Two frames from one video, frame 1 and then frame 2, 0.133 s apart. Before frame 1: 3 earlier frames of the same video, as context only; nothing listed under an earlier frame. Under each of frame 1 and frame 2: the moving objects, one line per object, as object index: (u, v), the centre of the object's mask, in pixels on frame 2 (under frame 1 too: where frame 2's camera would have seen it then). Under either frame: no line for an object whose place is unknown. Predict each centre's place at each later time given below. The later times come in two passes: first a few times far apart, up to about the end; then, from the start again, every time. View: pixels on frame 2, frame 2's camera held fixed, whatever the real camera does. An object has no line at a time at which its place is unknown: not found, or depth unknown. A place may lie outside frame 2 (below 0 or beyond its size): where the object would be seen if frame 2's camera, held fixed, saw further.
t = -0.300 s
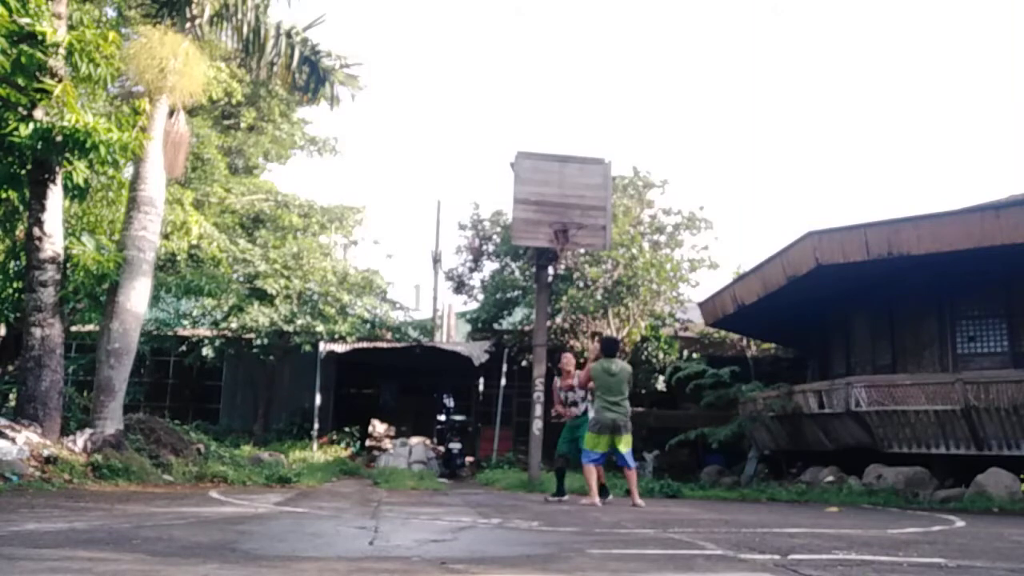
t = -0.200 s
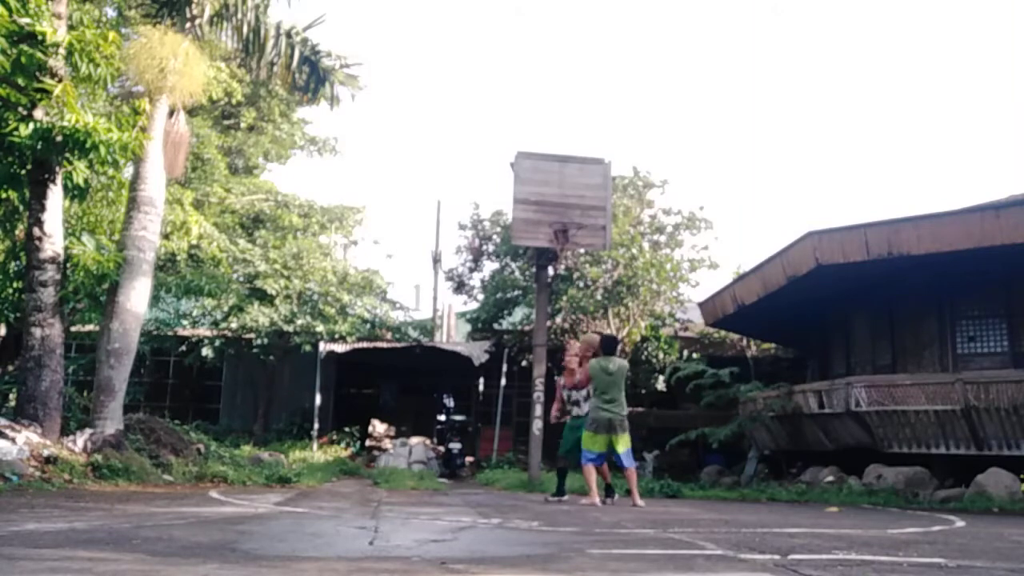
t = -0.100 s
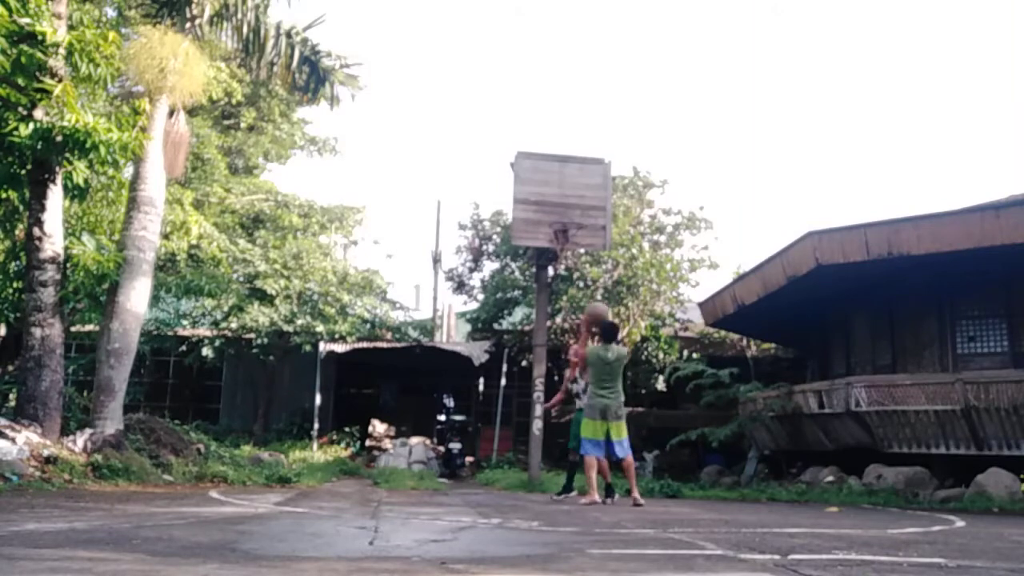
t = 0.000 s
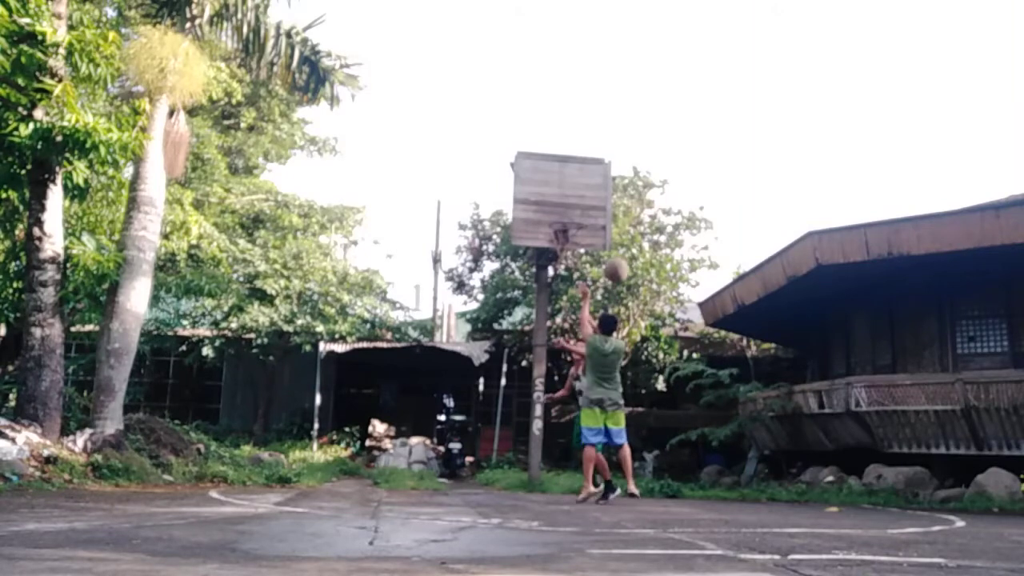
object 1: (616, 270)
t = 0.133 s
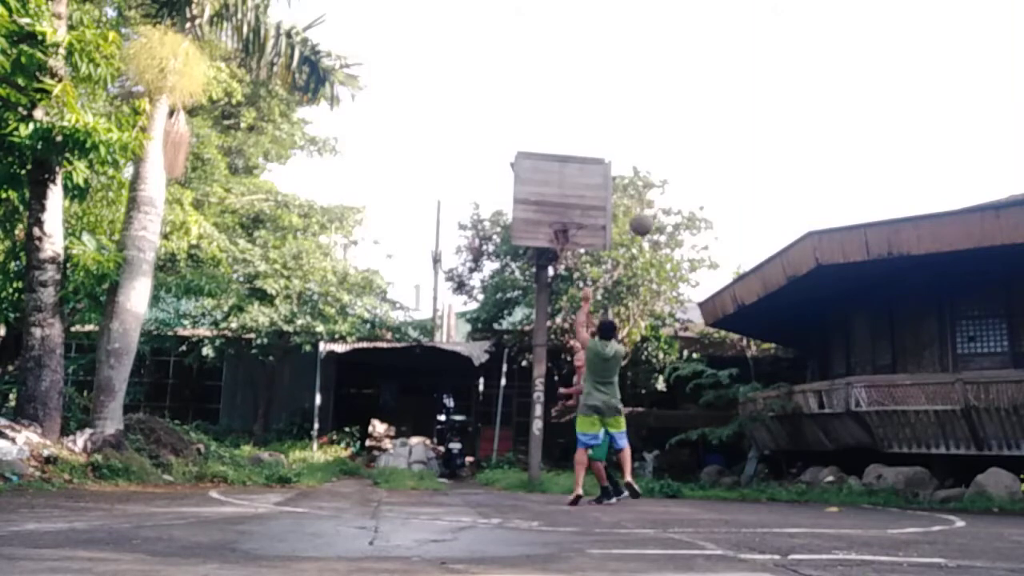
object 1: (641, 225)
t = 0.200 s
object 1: (653, 208)
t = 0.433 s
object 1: (697, 186)
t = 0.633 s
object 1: (734, 208)
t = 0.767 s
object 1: (759, 245)
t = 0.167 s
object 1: (647, 216)
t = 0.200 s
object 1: (653, 208)
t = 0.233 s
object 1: (659, 202)
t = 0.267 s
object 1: (665, 197)
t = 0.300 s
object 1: (671, 192)
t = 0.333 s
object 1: (678, 189)
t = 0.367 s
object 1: (684, 187)
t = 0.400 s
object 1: (690, 186)
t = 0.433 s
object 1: (697, 186)
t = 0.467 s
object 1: (703, 187)
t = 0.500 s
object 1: (709, 189)
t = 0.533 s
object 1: (715, 192)
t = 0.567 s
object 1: (721, 196)
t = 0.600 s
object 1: (728, 202)
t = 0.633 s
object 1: (734, 208)
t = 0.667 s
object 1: (740, 216)
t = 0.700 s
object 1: (746, 224)
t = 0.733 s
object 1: (753, 234)
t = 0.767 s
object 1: (759, 245)
